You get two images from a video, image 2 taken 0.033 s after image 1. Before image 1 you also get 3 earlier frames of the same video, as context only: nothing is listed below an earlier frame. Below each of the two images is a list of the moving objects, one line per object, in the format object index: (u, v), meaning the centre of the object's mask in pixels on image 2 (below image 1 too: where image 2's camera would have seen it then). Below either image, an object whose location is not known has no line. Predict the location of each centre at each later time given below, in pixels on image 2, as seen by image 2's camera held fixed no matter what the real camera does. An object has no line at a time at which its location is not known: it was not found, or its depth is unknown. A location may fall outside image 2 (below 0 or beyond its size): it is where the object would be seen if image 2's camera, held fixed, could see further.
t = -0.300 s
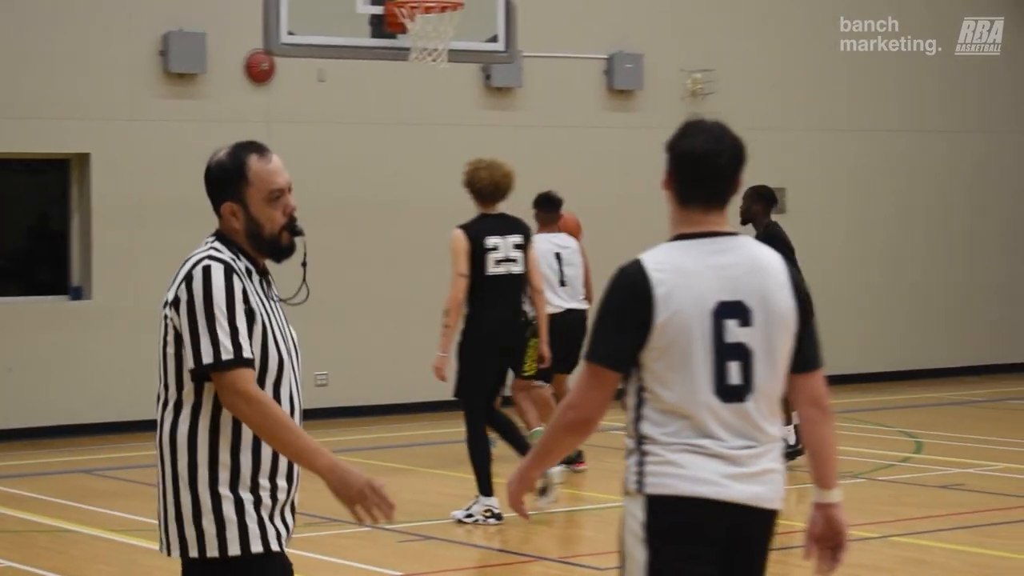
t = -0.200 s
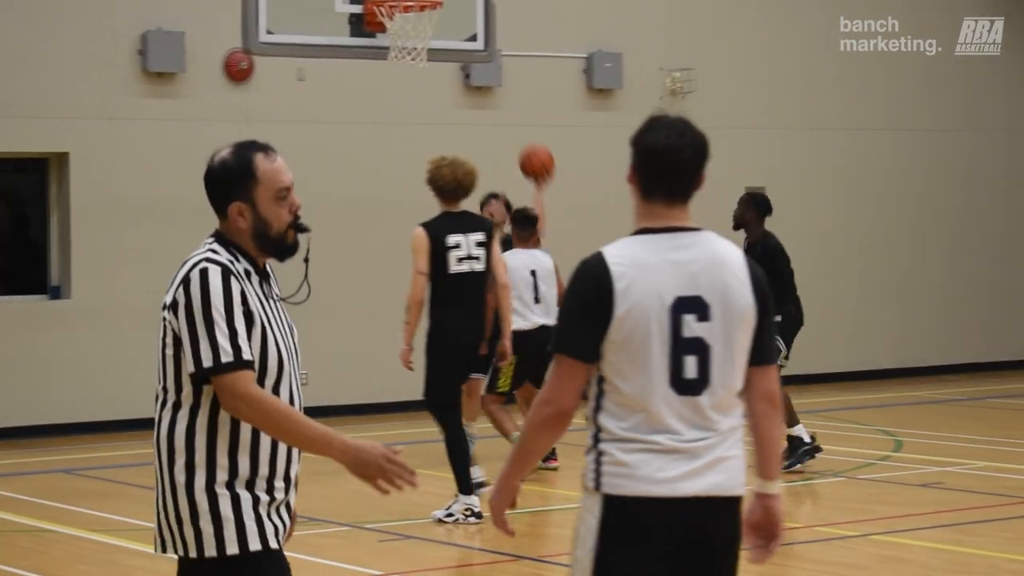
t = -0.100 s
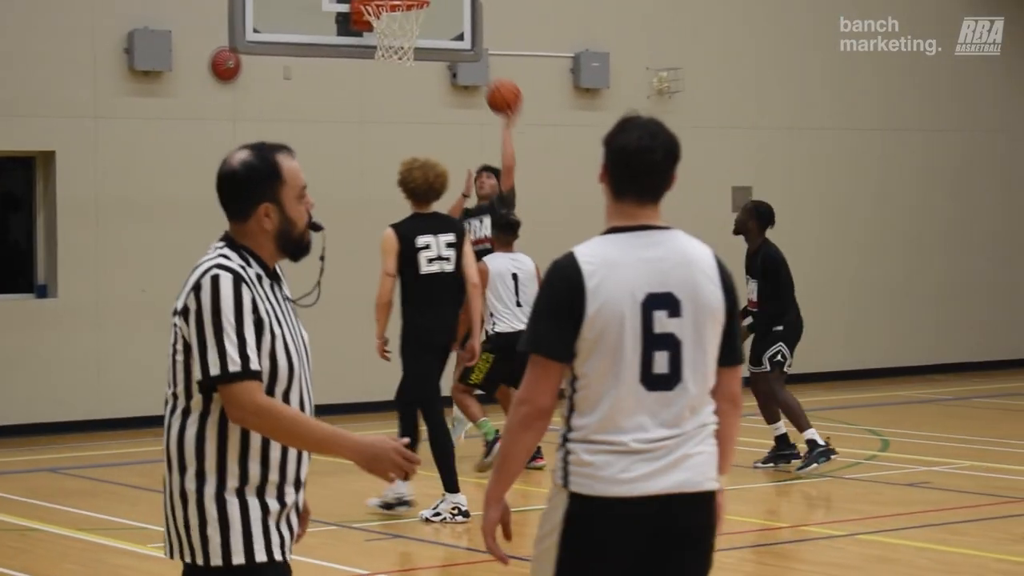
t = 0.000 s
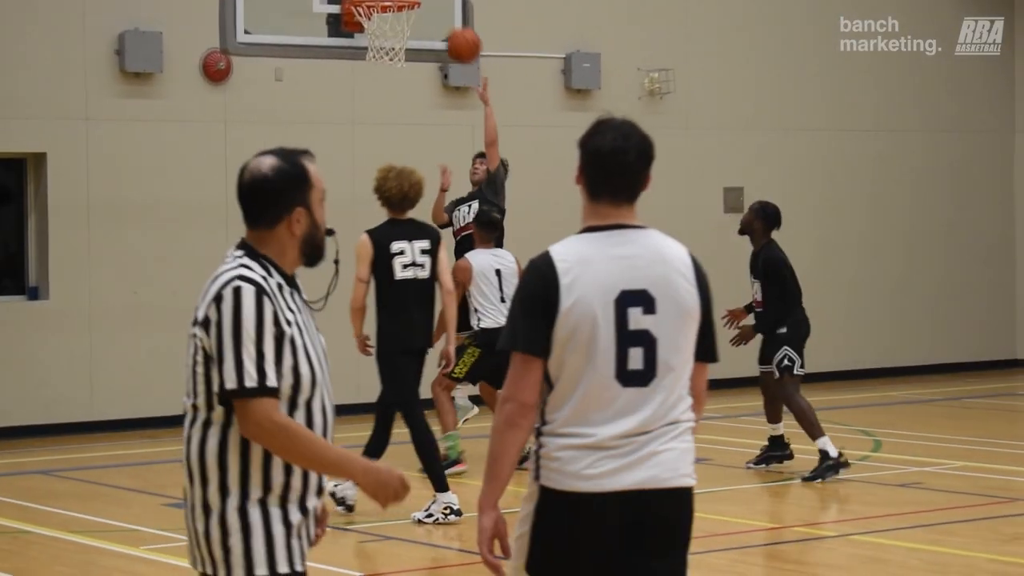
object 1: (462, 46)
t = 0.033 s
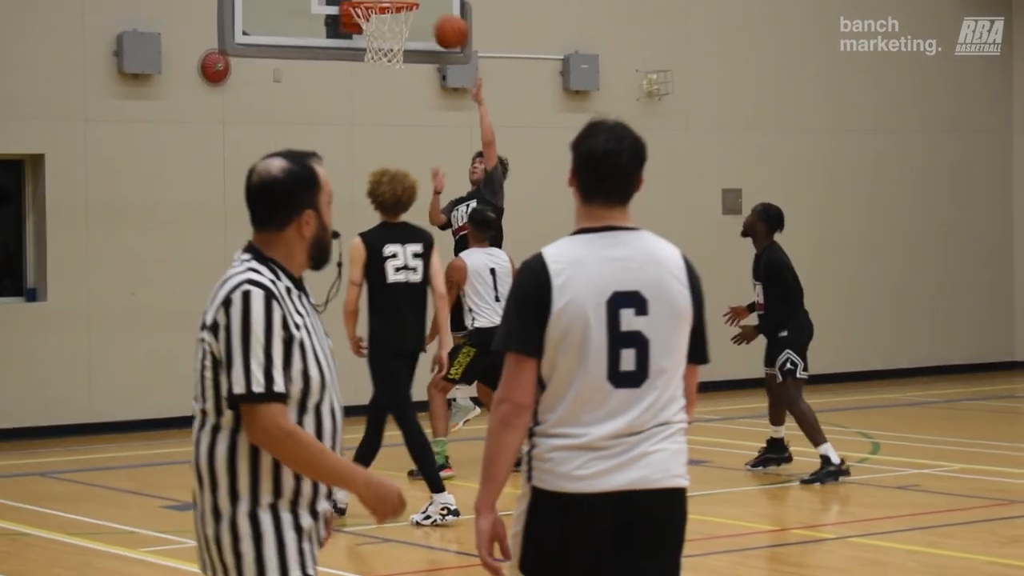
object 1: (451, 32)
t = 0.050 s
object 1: (445, 25)
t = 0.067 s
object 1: (440, 19)
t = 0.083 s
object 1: (435, 13)
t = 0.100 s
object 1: (431, 7)
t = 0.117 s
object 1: (425, 2)
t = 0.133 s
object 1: (424, -1)
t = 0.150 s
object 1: (423, -3)
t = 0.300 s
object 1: (417, -5)
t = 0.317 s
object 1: (421, -6)
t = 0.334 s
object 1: (424, -6)
